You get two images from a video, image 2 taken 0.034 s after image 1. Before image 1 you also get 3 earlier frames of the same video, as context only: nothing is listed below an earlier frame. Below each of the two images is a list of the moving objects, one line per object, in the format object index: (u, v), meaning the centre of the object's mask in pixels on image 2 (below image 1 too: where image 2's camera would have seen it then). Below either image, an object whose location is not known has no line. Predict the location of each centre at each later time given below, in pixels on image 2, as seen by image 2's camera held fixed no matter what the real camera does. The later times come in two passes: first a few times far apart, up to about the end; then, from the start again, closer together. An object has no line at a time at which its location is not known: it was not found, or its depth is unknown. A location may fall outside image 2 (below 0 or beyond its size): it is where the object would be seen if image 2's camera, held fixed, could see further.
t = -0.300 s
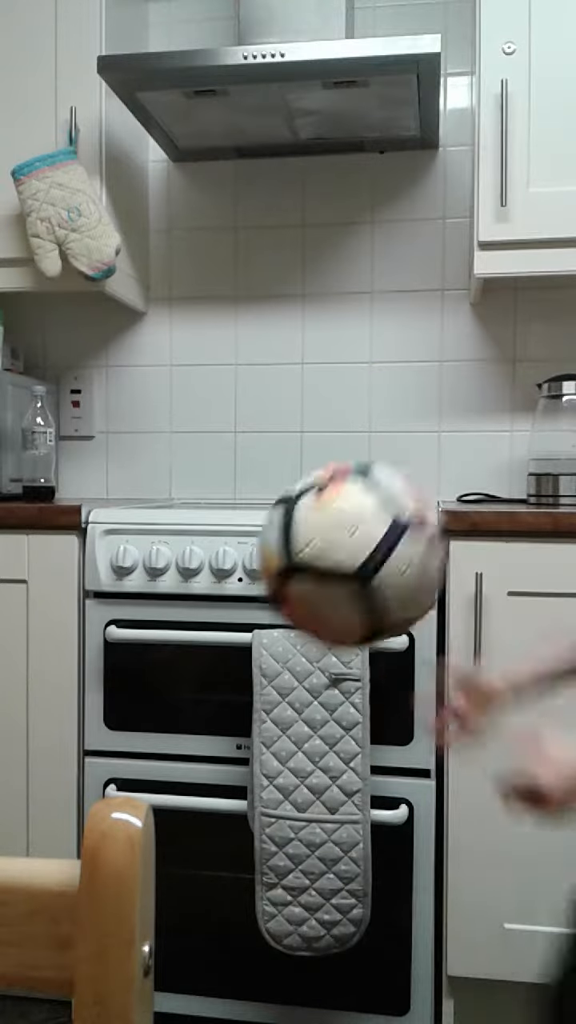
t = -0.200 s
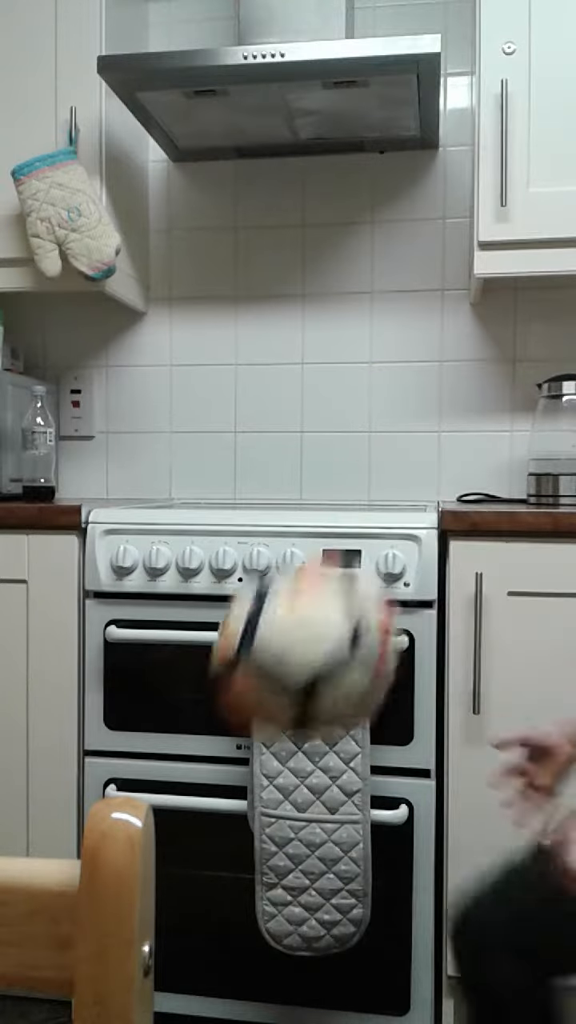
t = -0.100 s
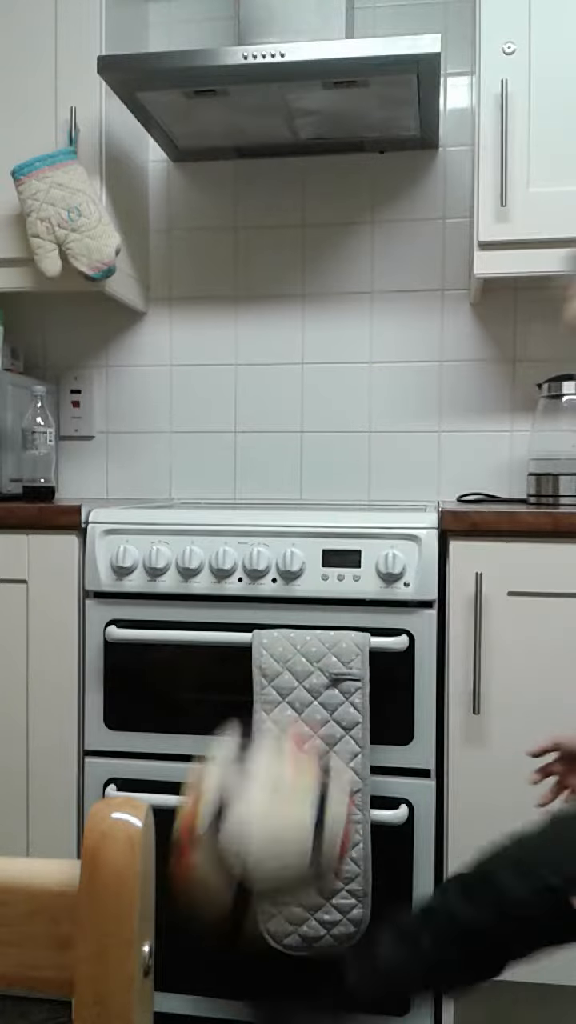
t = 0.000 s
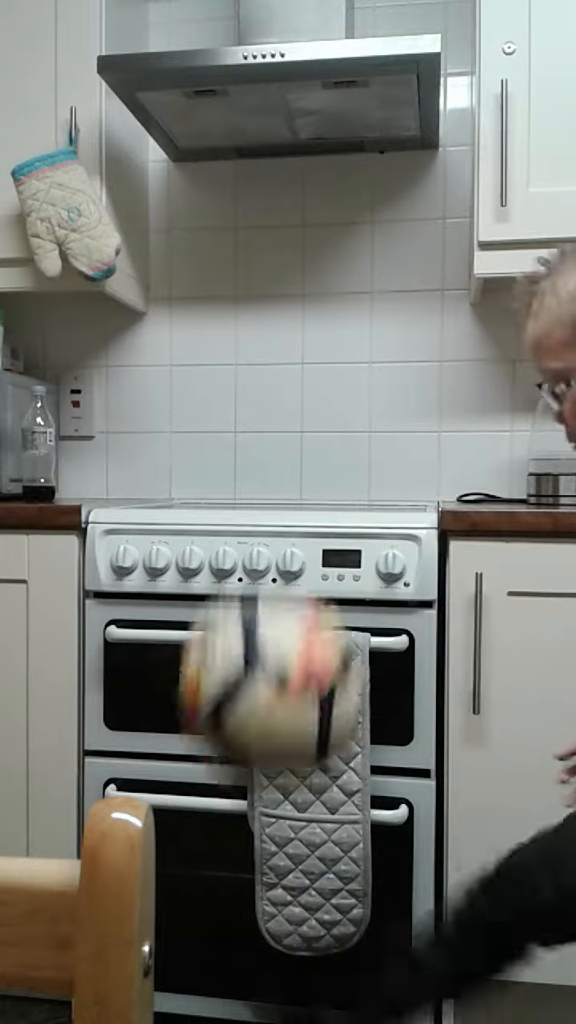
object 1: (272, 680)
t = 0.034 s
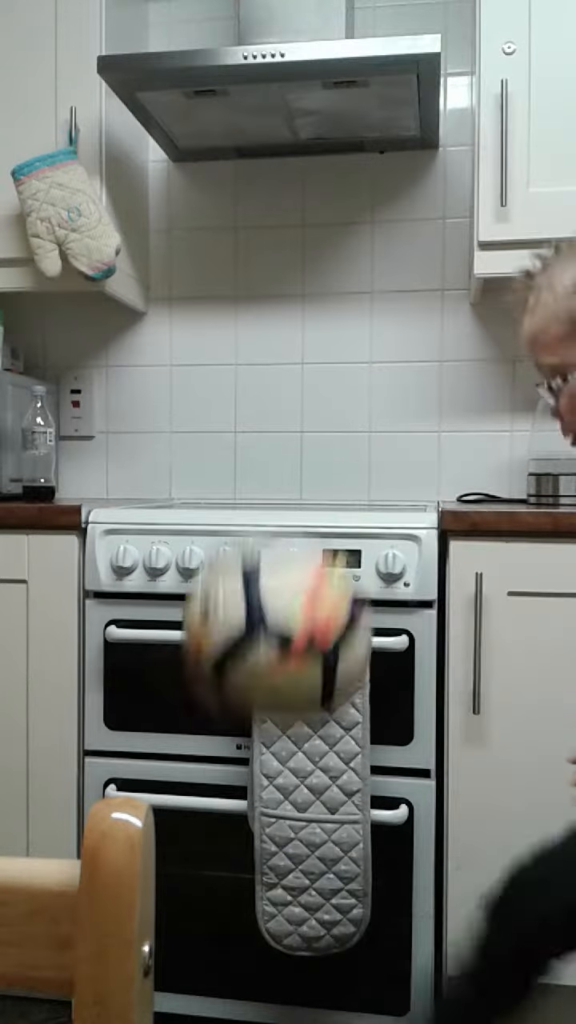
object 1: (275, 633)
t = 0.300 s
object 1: (332, 474)
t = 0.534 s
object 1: (395, 921)
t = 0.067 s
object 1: (283, 576)
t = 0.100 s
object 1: (289, 535)
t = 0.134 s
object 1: (296, 502)
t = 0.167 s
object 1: (303, 478)
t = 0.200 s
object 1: (311, 464)
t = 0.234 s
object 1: (319, 458)
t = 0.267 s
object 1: (325, 460)
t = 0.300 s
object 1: (332, 474)
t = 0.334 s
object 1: (341, 503)
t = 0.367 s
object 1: (350, 535)
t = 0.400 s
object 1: (358, 588)
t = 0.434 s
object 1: (364, 654)
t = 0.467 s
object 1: (374, 731)
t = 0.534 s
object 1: (395, 921)
